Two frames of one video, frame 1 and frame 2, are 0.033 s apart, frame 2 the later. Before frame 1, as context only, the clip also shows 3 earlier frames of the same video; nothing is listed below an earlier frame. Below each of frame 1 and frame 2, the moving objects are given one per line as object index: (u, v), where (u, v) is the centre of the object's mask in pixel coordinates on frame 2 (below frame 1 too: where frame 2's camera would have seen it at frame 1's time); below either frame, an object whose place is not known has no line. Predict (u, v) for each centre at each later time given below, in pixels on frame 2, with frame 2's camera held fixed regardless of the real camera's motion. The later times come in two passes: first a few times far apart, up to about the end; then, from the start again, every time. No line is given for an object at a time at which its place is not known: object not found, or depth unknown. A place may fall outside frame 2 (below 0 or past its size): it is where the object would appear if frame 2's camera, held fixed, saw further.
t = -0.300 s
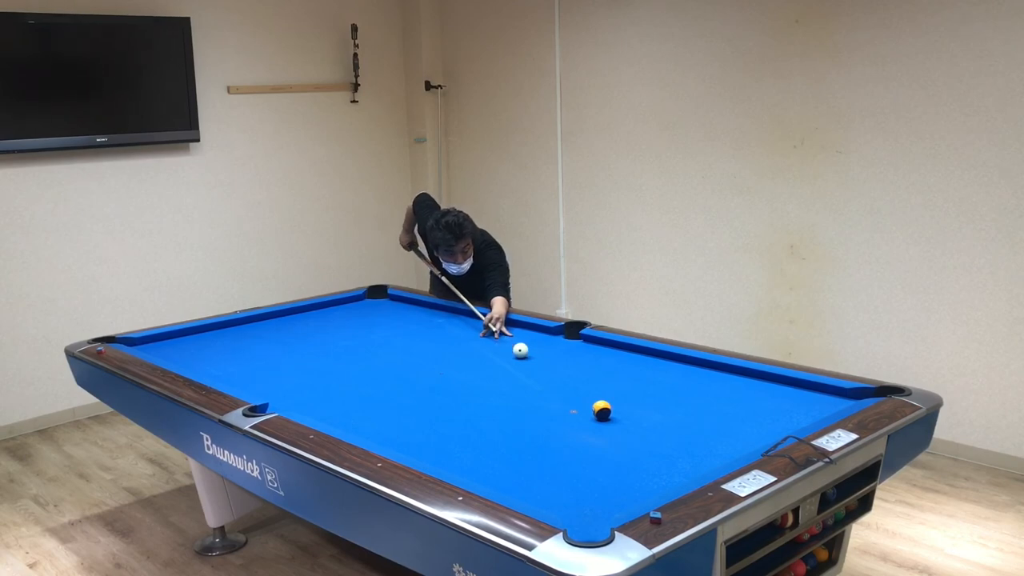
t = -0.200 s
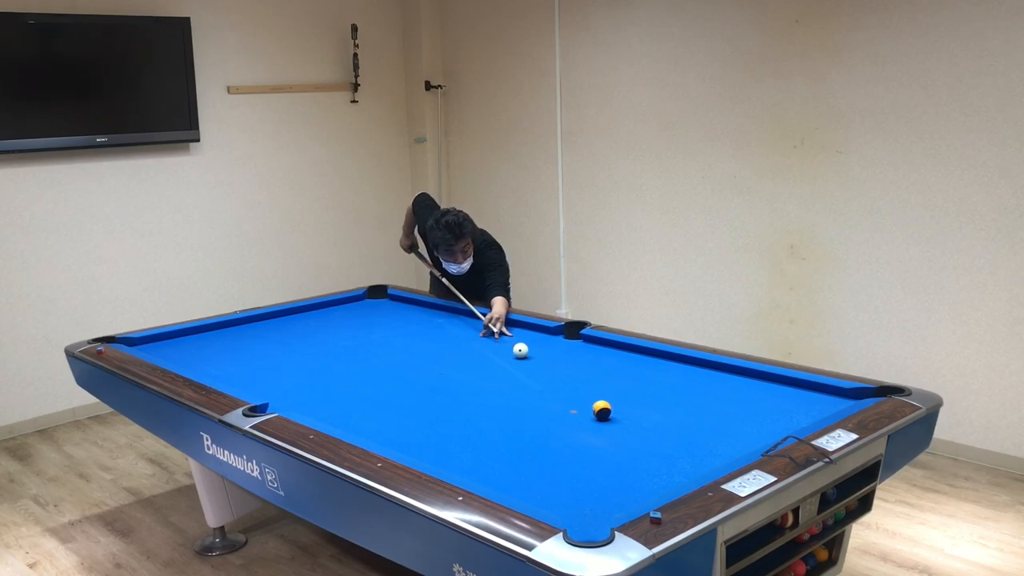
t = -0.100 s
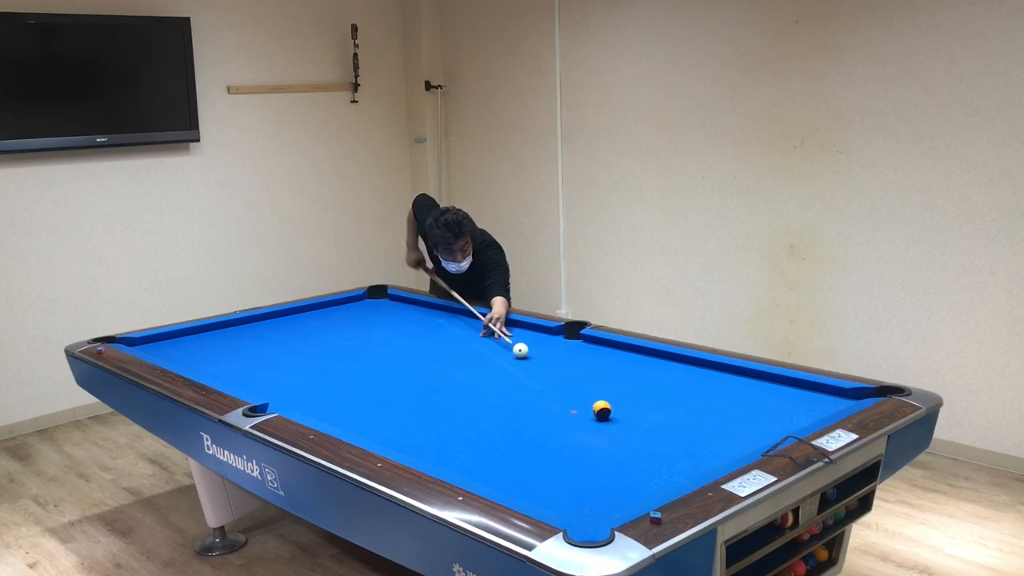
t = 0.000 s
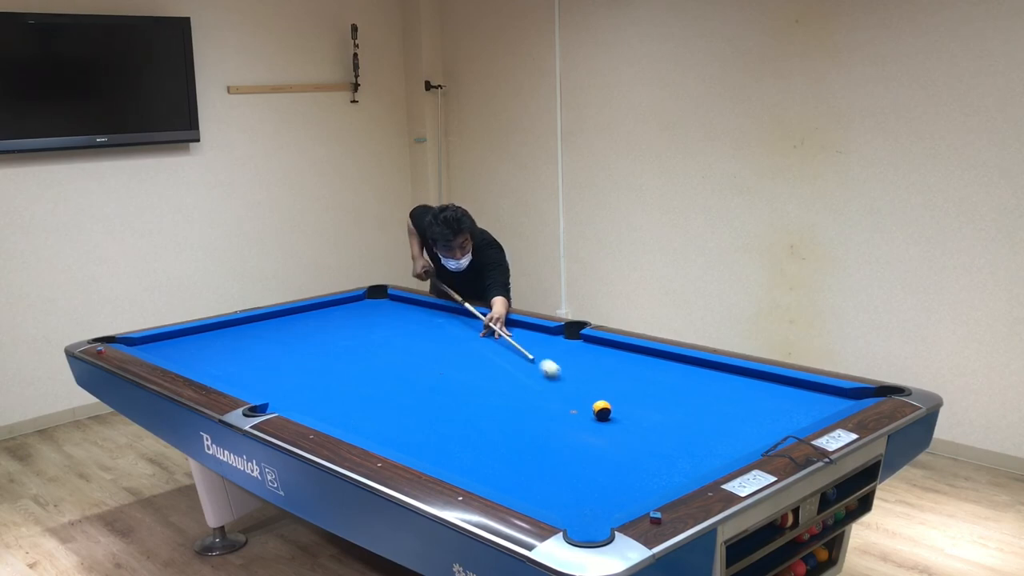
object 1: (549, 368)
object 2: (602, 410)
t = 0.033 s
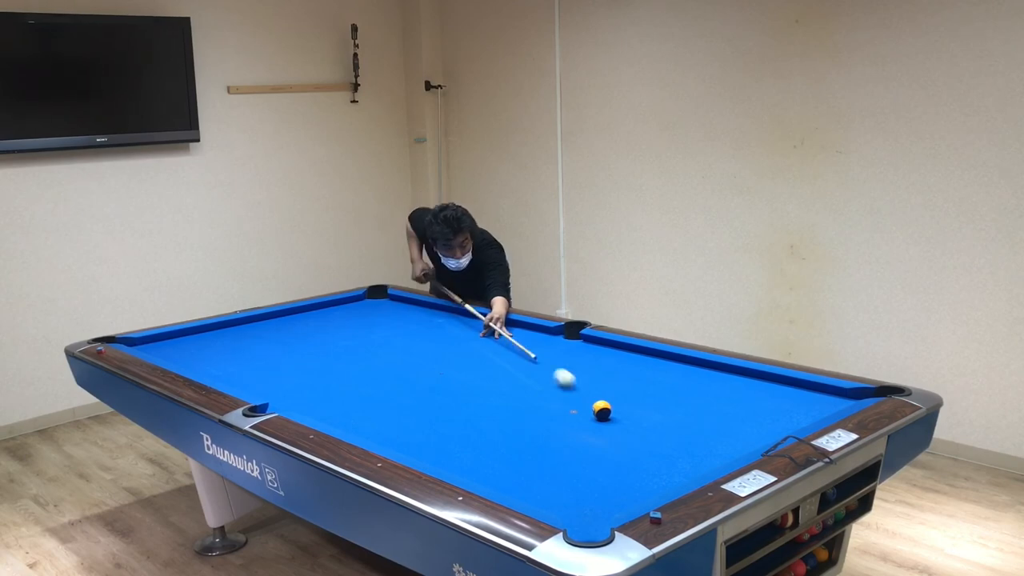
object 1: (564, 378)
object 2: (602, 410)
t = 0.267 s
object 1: (671, 406)
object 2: (598, 464)
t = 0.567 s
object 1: (790, 410)
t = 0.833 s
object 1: (823, 396)
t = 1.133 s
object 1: (769, 387)
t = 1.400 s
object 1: (709, 386)
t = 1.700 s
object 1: (644, 385)
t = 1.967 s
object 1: (590, 385)
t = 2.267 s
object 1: (533, 384)
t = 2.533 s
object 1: (485, 383)
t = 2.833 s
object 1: (433, 383)
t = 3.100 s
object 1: (390, 383)
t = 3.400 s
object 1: (343, 382)
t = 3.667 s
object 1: (304, 382)
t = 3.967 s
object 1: (264, 382)
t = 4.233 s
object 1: (231, 380)
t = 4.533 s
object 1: (221, 375)
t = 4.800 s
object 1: (221, 372)
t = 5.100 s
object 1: (223, 367)
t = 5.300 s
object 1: (225, 364)
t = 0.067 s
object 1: (579, 388)
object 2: (602, 409)
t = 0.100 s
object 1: (593, 396)
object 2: (602, 409)
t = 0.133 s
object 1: (613, 403)
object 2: (601, 416)
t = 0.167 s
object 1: (629, 404)
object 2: (601, 426)
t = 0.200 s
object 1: (643, 405)
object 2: (600, 439)
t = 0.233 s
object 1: (658, 405)
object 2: (599, 452)
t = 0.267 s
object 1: (671, 406)
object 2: (598, 464)
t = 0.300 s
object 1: (684, 406)
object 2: (598, 477)
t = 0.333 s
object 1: (697, 407)
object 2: (597, 491)
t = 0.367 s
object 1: (711, 407)
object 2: (596, 504)
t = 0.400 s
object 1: (724, 408)
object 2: (595, 520)
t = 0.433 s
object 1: (737, 408)
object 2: (594, 530)
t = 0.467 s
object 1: (750, 408)
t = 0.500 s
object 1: (763, 409)
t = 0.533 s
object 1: (777, 410)
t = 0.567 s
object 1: (790, 410)
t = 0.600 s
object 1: (803, 410)
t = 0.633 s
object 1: (816, 410)
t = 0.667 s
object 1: (828, 408)
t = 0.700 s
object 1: (828, 406)
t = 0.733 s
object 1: (827, 405)
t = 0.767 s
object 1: (826, 402)
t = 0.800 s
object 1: (824, 399)
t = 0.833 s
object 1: (823, 396)
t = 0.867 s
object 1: (822, 393)
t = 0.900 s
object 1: (820, 390)
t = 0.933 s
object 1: (817, 388)
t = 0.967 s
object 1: (809, 388)
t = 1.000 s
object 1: (801, 388)
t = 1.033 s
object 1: (793, 388)
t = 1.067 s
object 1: (785, 387)
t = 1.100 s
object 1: (777, 387)
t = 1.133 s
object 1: (769, 387)
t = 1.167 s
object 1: (762, 387)
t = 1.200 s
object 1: (753, 387)
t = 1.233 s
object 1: (746, 387)
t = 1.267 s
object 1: (738, 387)
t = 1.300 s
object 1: (731, 387)
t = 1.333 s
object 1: (723, 387)
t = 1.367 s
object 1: (716, 386)
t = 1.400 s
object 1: (709, 386)
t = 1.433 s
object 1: (701, 386)
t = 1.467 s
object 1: (694, 386)
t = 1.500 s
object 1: (687, 386)
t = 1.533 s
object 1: (679, 386)
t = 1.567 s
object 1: (672, 386)
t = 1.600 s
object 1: (665, 386)
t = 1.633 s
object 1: (658, 386)
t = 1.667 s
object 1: (651, 385)
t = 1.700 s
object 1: (644, 385)
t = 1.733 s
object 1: (637, 385)
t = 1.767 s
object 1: (630, 385)
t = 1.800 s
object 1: (623, 385)
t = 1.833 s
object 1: (617, 385)
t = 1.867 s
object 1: (610, 385)
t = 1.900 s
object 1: (603, 385)
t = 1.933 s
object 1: (597, 384)
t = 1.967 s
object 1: (590, 385)
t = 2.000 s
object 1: (584, 384)
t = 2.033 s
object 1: (577, 384)
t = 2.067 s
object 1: (570, 384)
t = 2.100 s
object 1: (564, 384)
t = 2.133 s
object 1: (558, 384)
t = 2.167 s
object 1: (552, 384)
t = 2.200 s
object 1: (545, 384)
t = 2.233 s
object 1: (539, 384)
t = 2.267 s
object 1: (533, 384)
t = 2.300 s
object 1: (526, 384)
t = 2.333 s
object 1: (521, 384)
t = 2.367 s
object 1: (515, 383)
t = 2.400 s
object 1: (508, 383)
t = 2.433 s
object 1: (502, 383)
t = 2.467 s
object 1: (496, 383)
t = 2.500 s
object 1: (490, 383)
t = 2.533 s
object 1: (485, 383)
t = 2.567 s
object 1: (479, 383)
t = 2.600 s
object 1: (473, 383)
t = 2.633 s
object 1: (467, 383)
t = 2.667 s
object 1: (461, 383)
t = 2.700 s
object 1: (455, 383)
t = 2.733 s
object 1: (450, 383)
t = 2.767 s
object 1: (444, 383)
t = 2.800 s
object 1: (439, 383)
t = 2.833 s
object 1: (433, 383)
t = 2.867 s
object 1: (427, 383)
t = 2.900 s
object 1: (422, 383)
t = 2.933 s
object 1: (417, 383)
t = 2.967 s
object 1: (411, 383)
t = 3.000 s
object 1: (406, 383)
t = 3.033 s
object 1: (400, 383)
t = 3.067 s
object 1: (395, 383)
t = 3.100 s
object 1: (390, 383)
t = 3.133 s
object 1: (384, 383)
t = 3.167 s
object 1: (379, 383)
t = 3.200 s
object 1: (374, 383)
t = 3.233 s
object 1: (369, 383)
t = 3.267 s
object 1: (364, 382)
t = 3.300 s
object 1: (358, 383)
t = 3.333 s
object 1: (353, 382)
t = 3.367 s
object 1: (348, 382)
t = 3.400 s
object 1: (343, 382)
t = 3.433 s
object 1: (339, 382)
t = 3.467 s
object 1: (333, 382)
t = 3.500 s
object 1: (329, 382)
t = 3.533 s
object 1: (324, 382)
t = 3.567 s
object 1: (319, 382)
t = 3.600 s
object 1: (314, 382)
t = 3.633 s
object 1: (309, 382)
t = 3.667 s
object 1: (304, 382)
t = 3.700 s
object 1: (300, 382)
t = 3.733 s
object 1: (295, 382)
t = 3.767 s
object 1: (291, 382)
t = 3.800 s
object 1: (286, 382)
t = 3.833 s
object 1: (282, 382)
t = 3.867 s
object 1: (277, 382)
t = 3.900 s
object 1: (273, 382)
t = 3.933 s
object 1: (268, 382)
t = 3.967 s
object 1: (264, 382)
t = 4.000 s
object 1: (260, 382)
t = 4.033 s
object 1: (255, 382)
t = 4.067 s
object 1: (251, 382)
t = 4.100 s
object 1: (247, 382)
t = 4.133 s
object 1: (243, 381)
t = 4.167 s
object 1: (239, 381)
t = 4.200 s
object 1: (235, 381)
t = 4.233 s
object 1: (231, 380)
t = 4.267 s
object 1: (227, 379)
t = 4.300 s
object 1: (223, 379)
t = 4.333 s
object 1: (220, 379)
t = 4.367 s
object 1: (220, 378)
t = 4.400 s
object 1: (220, 378)
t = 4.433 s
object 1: (220, 377)
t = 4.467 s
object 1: (220, 377)
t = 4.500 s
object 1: (220, 376)
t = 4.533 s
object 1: (221, 375)
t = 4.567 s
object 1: (221, 375)
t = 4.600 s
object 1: (221, 375)
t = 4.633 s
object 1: (221, 374)
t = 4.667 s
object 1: (221, 374)
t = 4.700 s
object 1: (221, 374)
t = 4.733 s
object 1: (221, 373)
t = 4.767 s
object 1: (221, 372)
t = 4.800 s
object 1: (221, 372)
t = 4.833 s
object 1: (221, 372)
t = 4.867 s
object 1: (222, 371)
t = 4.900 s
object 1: (222, 370)
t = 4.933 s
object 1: (222, 370)
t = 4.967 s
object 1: (223, 369)
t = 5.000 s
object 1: (223, 369)
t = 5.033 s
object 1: (223, 368)
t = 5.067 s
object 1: (223, 368)
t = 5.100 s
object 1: (223, 367)
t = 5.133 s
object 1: (224, 367)
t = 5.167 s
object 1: (224, 366)
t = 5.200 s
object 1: (224, 366)
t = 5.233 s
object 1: (224, 365)
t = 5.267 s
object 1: (224, 365)
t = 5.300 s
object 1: (225, 364)
